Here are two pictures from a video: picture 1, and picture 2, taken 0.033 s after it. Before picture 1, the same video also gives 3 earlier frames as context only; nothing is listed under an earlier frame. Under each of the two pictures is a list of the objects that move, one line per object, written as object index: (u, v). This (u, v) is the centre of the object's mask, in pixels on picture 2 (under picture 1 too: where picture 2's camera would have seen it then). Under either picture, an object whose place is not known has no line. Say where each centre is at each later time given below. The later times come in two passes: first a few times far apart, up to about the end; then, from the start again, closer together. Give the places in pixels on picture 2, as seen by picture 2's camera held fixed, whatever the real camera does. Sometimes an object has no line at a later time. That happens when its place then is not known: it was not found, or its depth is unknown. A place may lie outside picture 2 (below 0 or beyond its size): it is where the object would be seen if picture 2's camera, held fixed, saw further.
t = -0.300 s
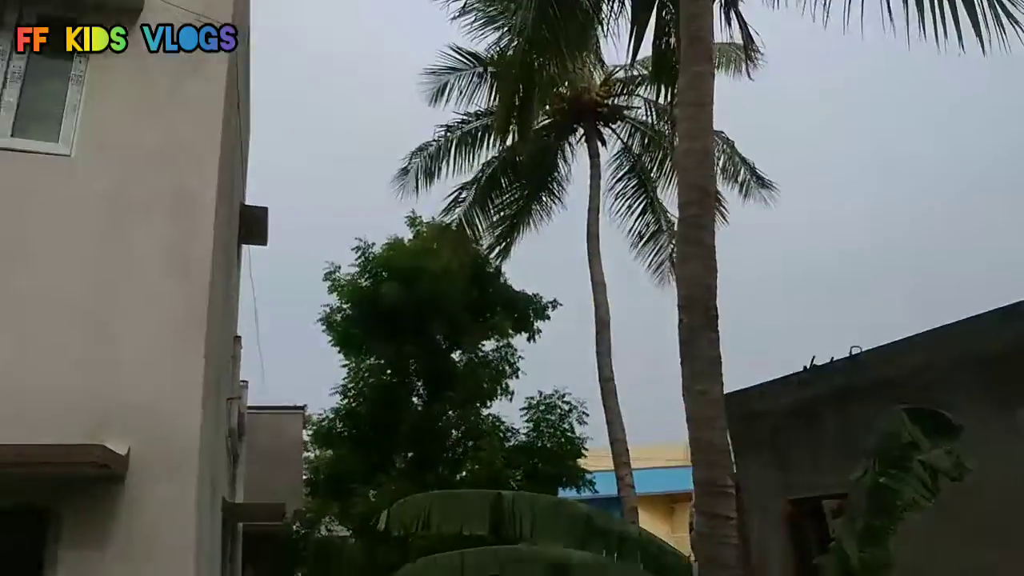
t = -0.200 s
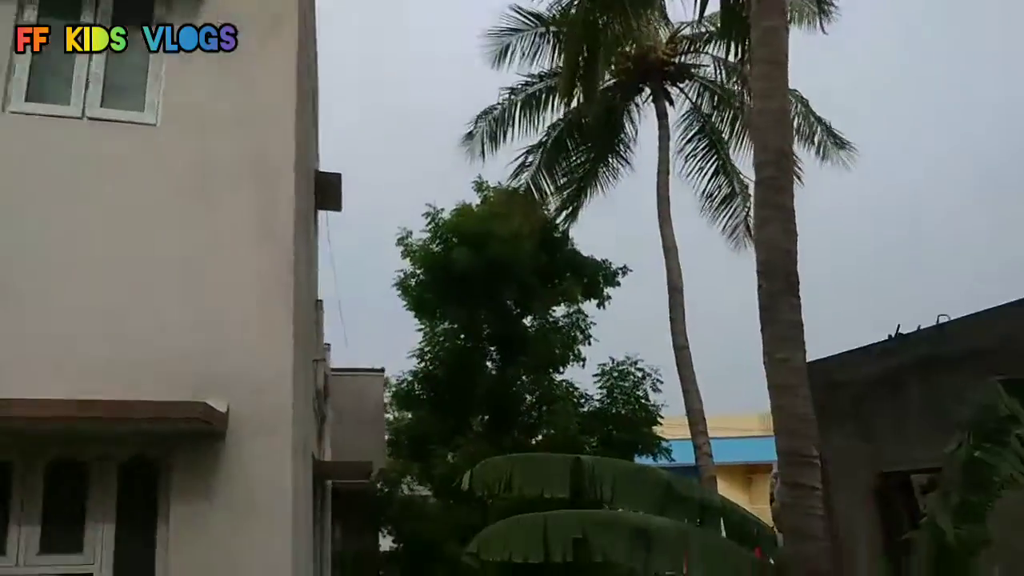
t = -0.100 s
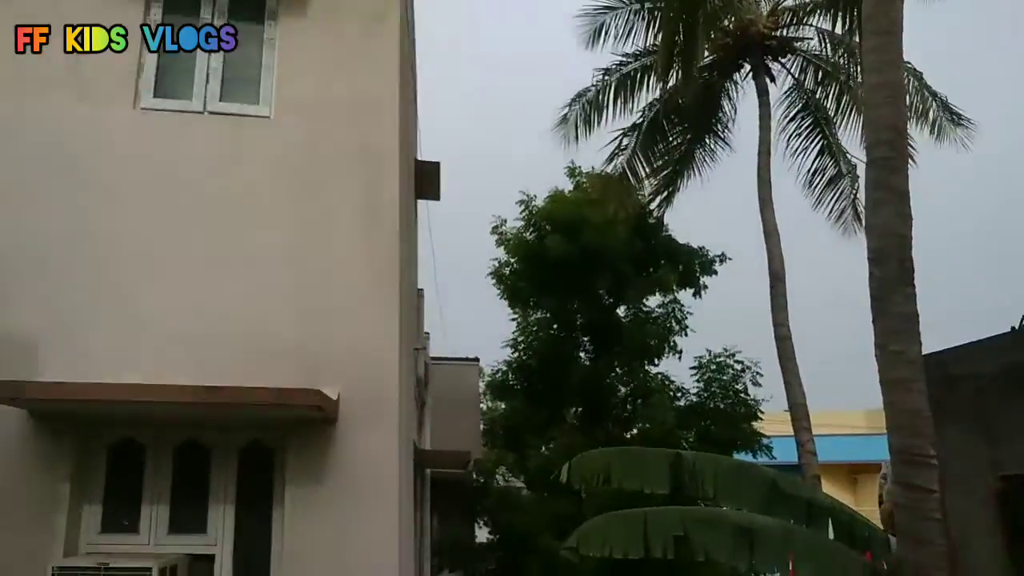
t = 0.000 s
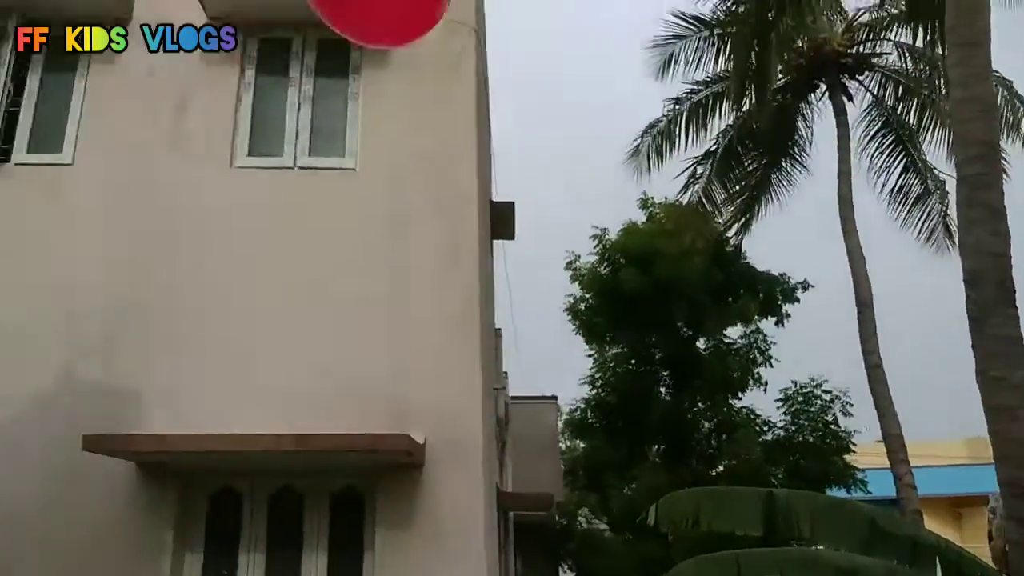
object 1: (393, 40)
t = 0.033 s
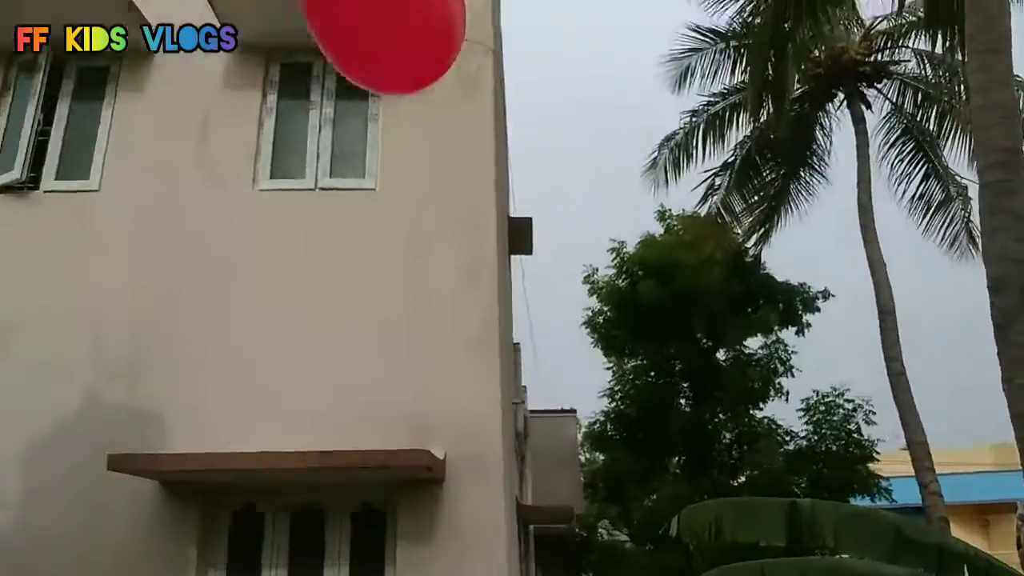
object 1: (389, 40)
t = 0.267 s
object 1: (353, 190)
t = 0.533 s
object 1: (324, 385)
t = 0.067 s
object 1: (378, 58)
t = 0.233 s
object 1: (356, 170)
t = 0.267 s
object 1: (353, 190)
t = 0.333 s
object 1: (354, 241)
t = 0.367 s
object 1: (350, 260)
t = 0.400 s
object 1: (346, 284)
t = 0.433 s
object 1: (342, 310)
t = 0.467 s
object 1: (338, 336)
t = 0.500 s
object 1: (332, 361)
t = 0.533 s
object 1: (324, 385)
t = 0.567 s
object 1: (318, 410)
